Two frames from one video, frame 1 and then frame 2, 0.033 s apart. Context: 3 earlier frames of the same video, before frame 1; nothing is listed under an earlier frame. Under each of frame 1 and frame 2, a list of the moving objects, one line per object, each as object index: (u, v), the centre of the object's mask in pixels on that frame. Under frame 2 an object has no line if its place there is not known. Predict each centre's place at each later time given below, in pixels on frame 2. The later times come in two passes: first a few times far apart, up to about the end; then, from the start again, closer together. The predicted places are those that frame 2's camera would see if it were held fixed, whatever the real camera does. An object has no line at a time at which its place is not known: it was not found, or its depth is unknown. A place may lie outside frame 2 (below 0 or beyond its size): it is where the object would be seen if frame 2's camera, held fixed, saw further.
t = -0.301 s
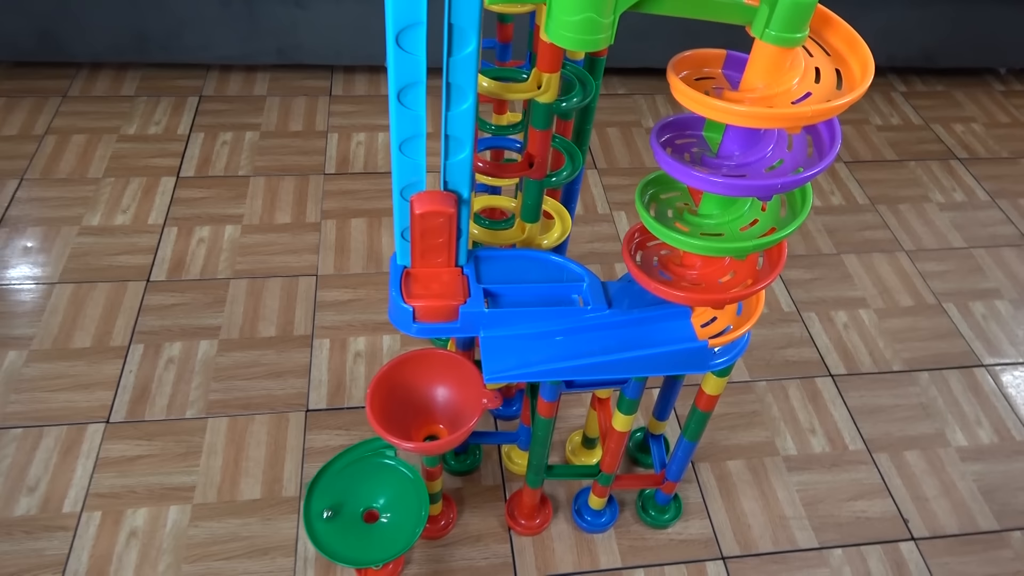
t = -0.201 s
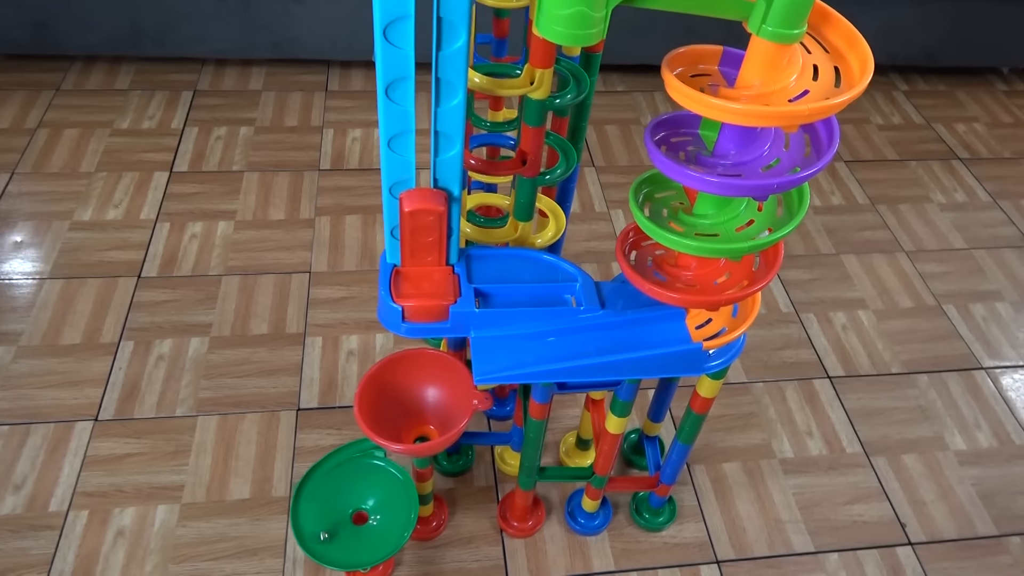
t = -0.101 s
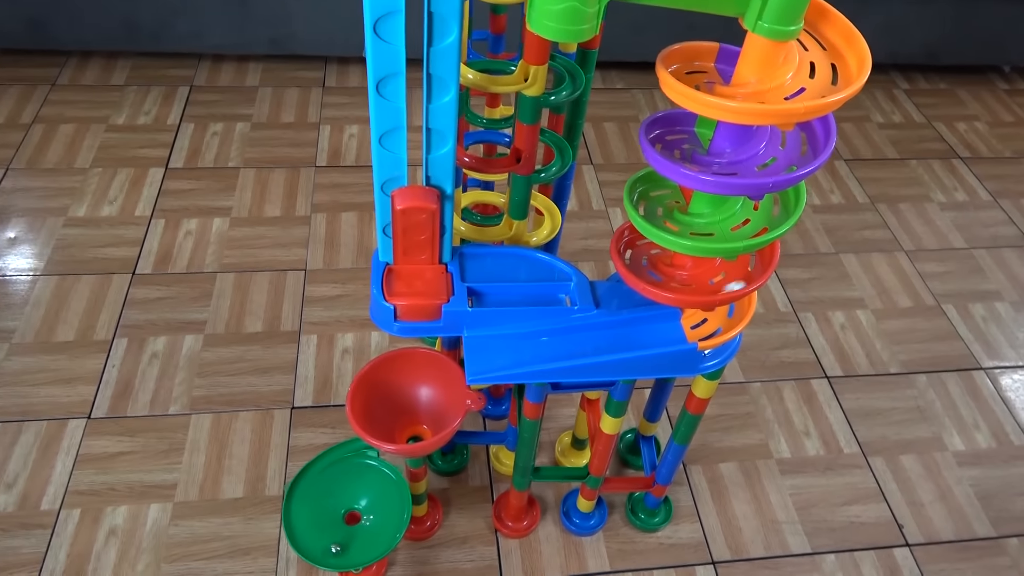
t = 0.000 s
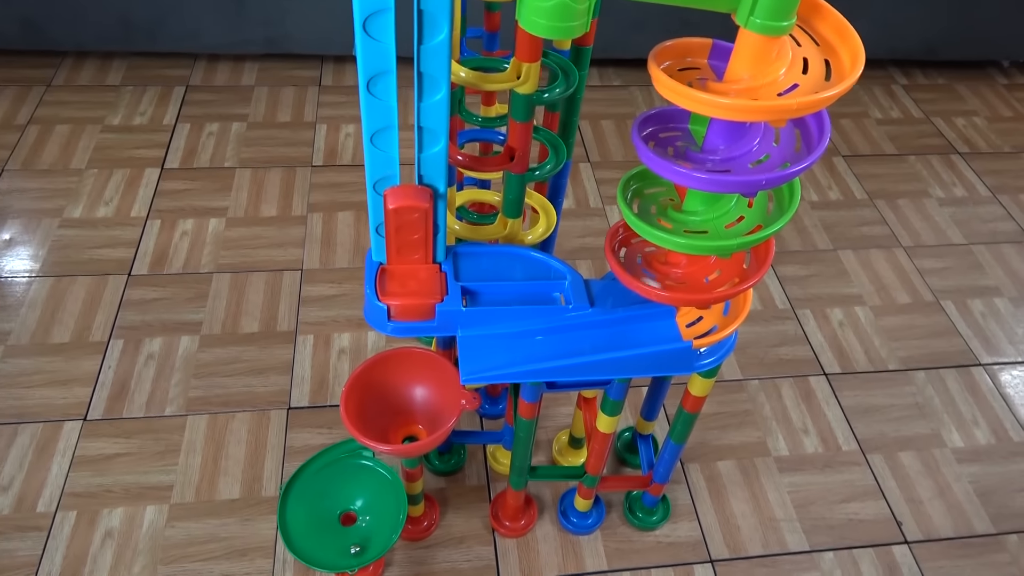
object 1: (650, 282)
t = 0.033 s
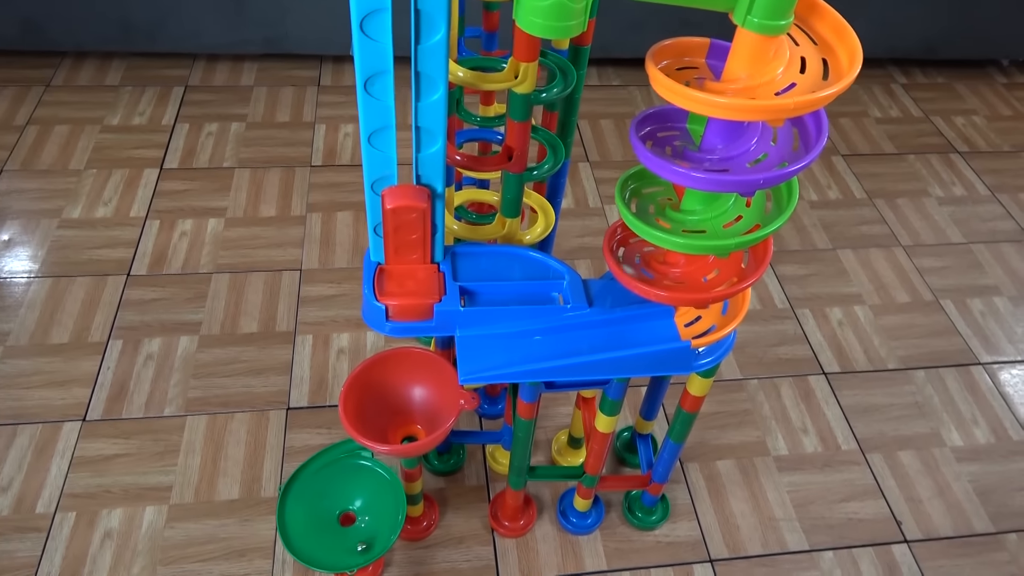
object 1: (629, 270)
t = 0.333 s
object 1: (735, 299)
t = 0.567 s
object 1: (582, 333)
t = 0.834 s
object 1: (381, 385)
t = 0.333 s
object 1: (735, 299)
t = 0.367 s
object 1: (728, 314)
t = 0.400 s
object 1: (713, 329)
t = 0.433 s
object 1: (689, 337)
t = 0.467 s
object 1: (664, 336)
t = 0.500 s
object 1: (637, 336)
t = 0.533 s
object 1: (610, 334)
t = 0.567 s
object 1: (582, 333)
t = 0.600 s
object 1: (558, 339)
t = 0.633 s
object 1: (533, 345)
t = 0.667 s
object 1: (508, 349)
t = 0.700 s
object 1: (482, 351)
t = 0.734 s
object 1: (455, 353)
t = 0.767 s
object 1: (432, 356)
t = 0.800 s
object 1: (406, 367)
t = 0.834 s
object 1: (381, 385)
